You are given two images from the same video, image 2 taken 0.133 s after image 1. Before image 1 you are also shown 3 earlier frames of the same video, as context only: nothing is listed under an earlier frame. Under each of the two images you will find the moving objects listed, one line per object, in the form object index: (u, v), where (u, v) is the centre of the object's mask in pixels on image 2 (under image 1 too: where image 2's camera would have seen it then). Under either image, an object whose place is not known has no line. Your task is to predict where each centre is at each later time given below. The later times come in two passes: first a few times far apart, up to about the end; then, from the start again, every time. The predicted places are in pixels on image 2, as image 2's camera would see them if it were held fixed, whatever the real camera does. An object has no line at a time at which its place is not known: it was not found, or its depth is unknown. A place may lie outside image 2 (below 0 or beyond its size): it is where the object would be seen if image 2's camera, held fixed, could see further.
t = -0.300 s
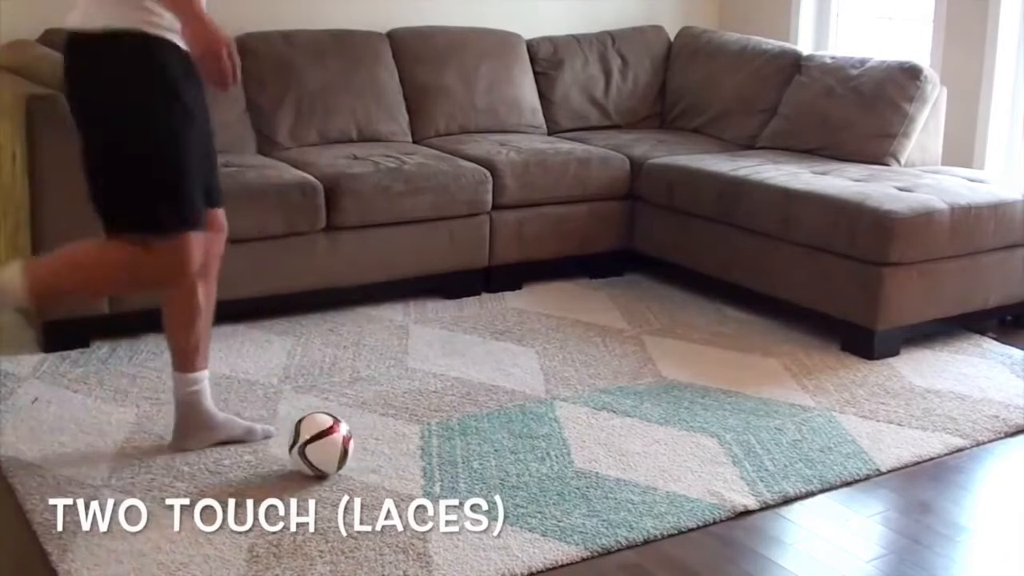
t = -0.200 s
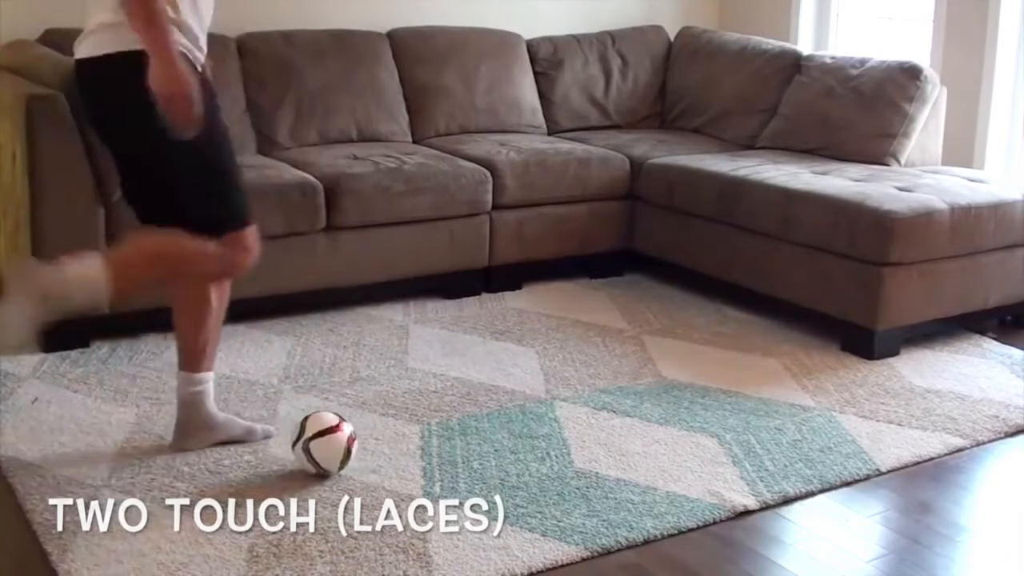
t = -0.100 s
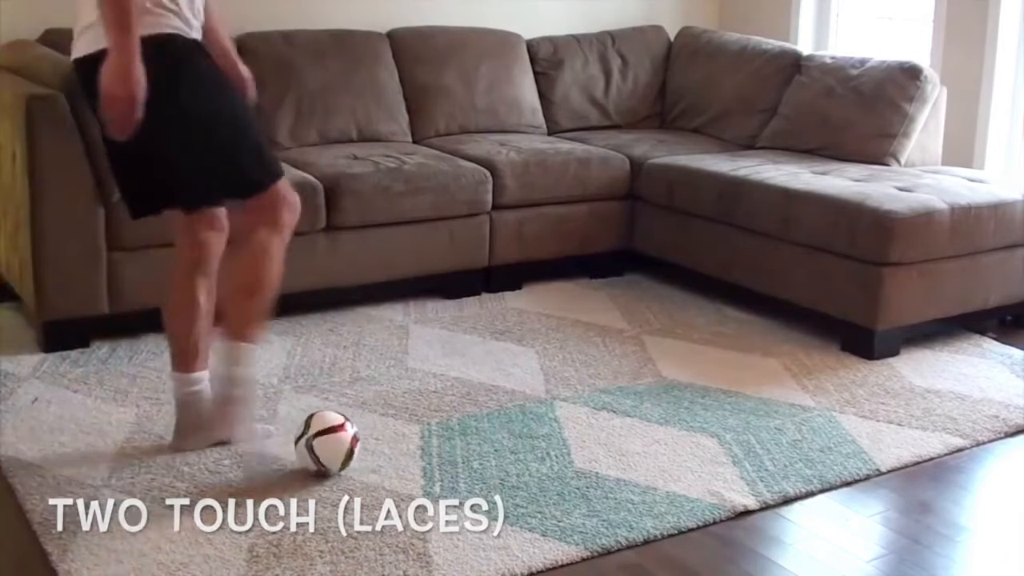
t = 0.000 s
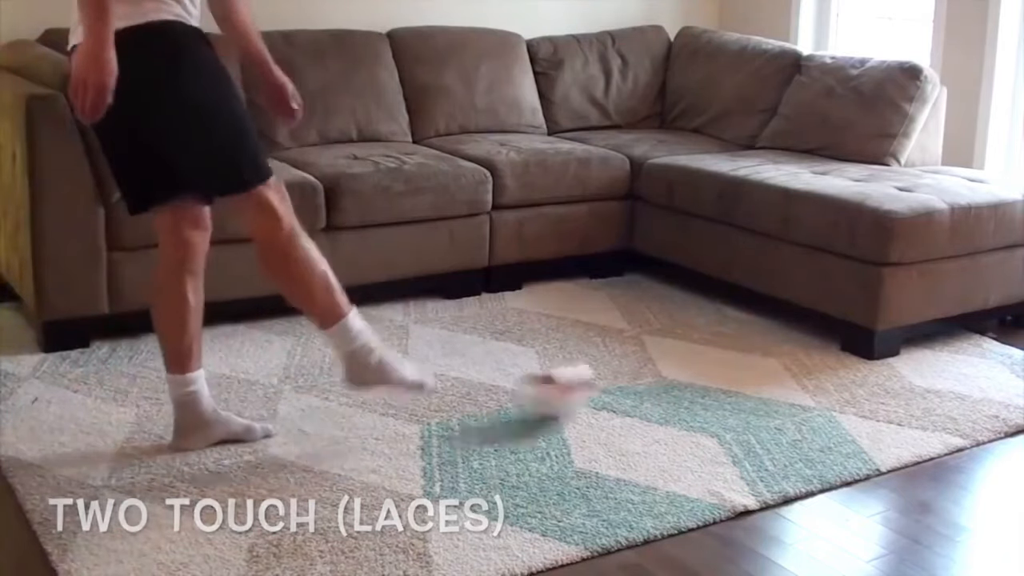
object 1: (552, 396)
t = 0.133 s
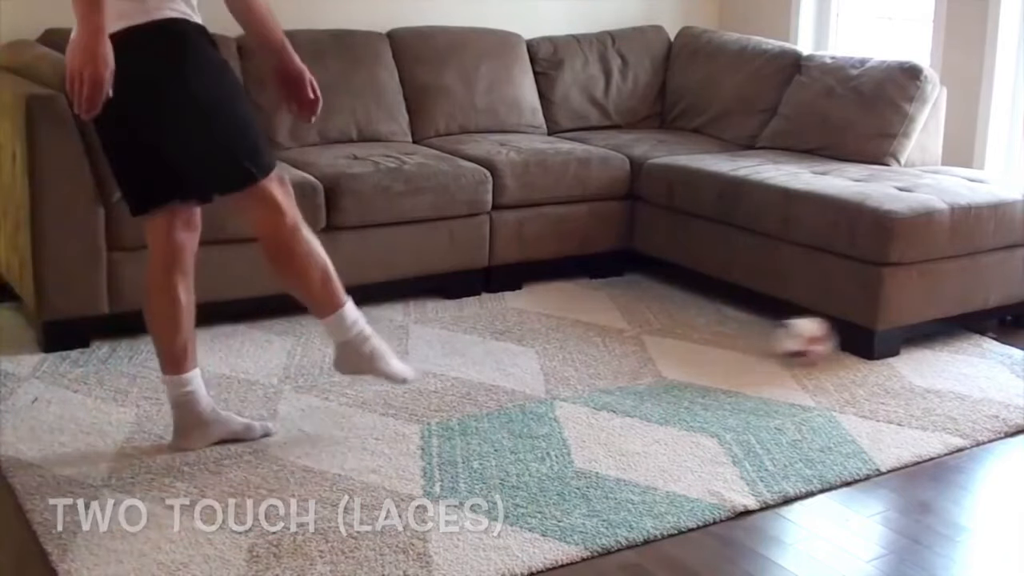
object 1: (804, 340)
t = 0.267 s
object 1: (756, 334)
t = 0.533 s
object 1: (560, 386)
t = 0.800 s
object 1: (356, 426)
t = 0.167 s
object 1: (827, 335)
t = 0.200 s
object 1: (805, 331)
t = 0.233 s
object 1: (782, 330)
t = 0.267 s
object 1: (756, 334)
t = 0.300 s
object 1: (732, 338)
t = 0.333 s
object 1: (703, 351)
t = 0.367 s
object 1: (673, 365)
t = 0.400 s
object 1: (652, 362)
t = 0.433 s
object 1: (630, 366)
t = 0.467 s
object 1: (606, 370)
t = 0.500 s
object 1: (585, 382)
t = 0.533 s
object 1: (560, 386)
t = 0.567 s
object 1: (537, 389)
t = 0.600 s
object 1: (510, 396)
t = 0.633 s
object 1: (488, 401)
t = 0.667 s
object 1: (462, 406)
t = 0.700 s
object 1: (438, 413)
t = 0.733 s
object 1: (411, 417)
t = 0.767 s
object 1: (384, 421)
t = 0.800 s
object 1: (356, 426)
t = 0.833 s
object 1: (328, 435)
